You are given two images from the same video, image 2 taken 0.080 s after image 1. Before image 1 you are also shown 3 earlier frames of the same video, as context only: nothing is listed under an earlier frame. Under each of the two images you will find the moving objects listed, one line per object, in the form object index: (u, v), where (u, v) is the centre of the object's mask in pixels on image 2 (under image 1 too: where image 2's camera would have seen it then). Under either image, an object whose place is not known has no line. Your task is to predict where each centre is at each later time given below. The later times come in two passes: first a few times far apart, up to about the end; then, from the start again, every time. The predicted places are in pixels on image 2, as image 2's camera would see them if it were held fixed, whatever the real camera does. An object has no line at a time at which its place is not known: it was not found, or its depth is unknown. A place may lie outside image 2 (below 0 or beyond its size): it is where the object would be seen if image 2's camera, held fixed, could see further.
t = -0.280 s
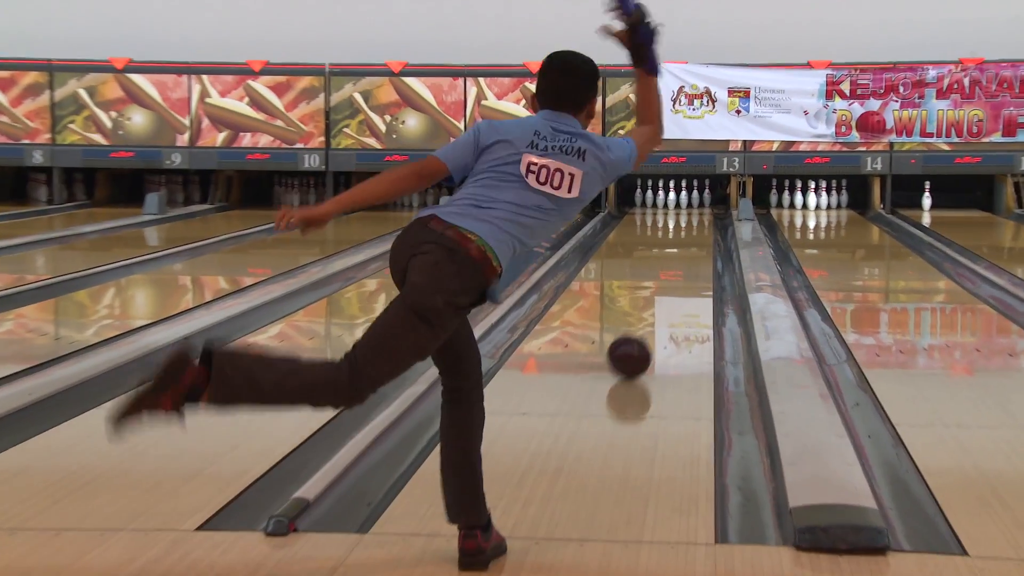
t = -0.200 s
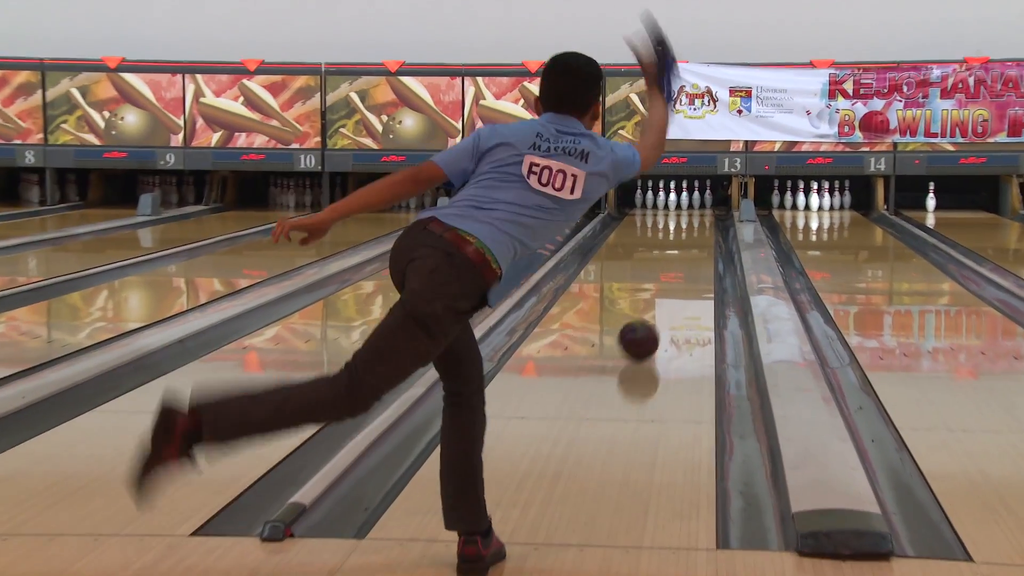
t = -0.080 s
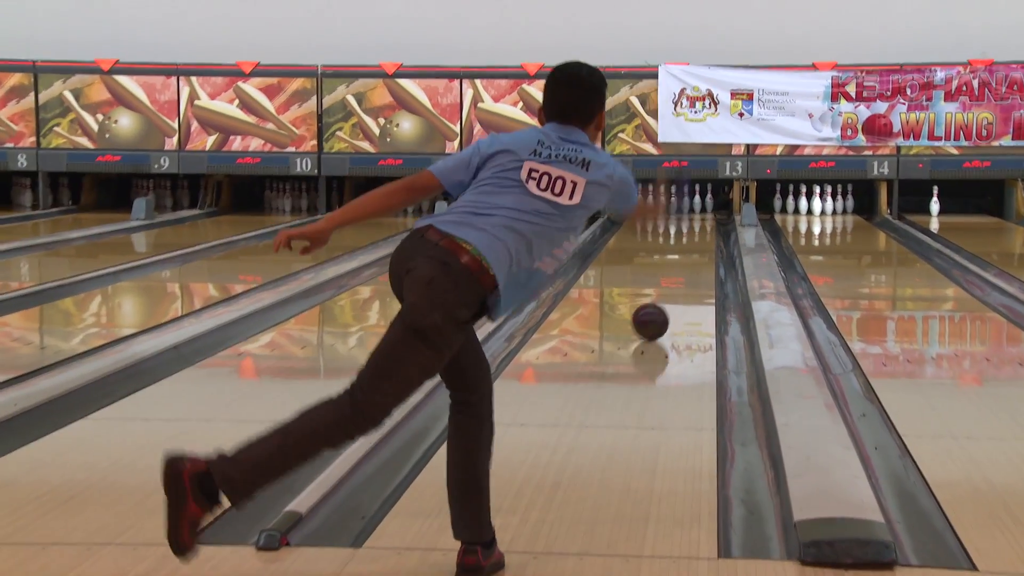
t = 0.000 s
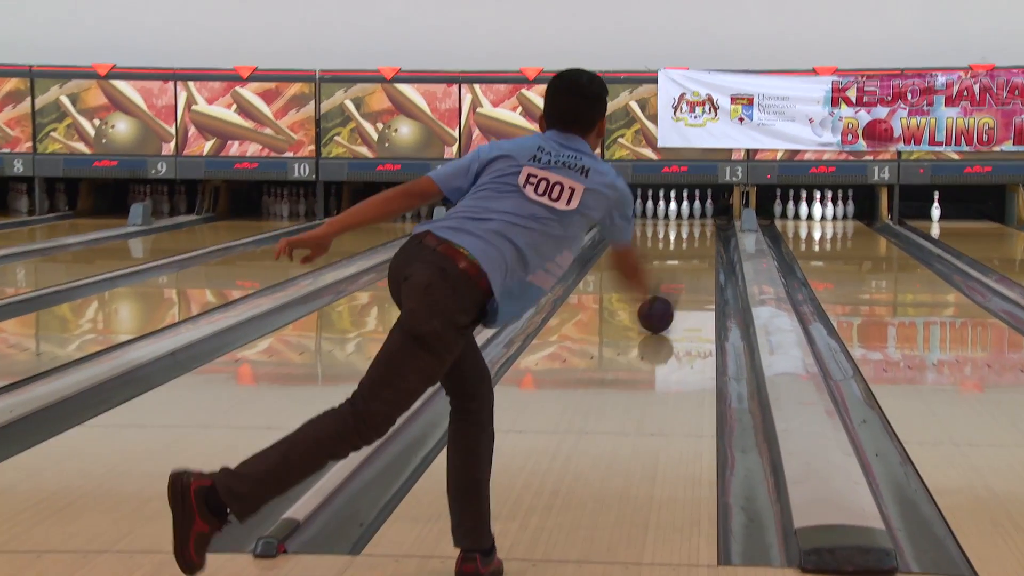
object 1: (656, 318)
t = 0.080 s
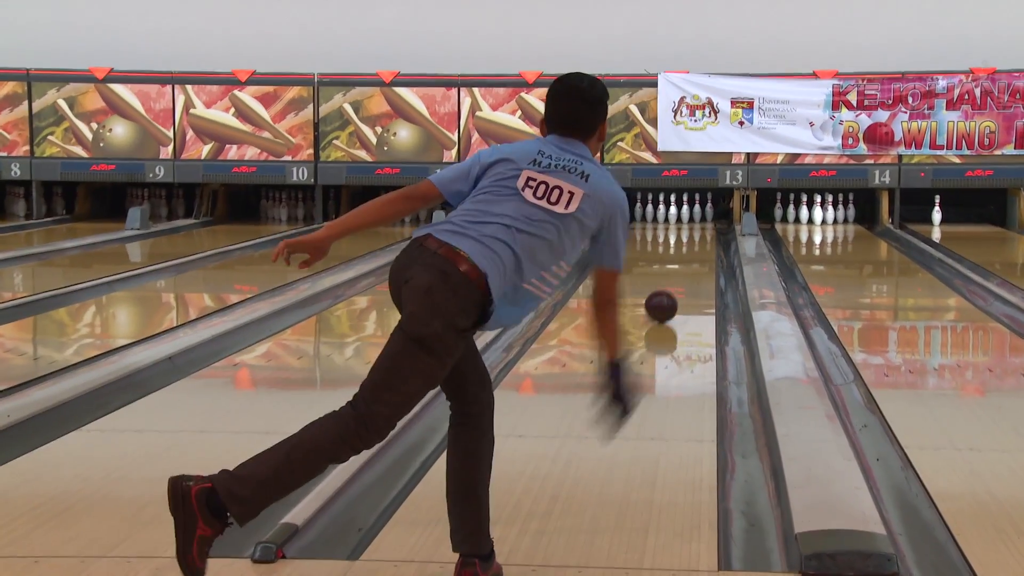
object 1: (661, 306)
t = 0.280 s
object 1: (671, 283)
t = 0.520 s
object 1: (679, 262)
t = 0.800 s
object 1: (683, 242)
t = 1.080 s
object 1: (685, 226)
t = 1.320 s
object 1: (680, 220)
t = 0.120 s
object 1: (663, 301)
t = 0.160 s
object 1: (665, 296)
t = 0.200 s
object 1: (667, 292)
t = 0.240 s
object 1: (669, 287)
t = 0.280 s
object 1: (671, 283)
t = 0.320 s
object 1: (673, 279)
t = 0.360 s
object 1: (674, 276)
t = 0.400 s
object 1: (676, 272)
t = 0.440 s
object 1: (677, 268)
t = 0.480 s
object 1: (678, 265)
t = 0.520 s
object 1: (679, 262)
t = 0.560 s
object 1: (680, 258)
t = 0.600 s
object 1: (681, 256)
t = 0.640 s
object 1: (682, 253)
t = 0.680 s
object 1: (682, 250)
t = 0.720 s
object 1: (682, 247)
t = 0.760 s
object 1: (683, 245)
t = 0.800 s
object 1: (683, 242)
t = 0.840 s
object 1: (683, 241)
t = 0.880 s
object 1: (683, 238)
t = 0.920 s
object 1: (683, 236)
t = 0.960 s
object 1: (684, 235)
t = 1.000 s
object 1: (684, 233)
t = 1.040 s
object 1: (683, 230)
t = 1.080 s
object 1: (685, 226)
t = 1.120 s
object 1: (684, 228)
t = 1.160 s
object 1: (682, 225)
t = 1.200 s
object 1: (682, 224)
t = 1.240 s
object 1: (681, 223)
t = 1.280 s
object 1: (681, 221)
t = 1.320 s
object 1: (680, 220)
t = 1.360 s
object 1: (680, 219)
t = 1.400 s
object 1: (682, 218)
